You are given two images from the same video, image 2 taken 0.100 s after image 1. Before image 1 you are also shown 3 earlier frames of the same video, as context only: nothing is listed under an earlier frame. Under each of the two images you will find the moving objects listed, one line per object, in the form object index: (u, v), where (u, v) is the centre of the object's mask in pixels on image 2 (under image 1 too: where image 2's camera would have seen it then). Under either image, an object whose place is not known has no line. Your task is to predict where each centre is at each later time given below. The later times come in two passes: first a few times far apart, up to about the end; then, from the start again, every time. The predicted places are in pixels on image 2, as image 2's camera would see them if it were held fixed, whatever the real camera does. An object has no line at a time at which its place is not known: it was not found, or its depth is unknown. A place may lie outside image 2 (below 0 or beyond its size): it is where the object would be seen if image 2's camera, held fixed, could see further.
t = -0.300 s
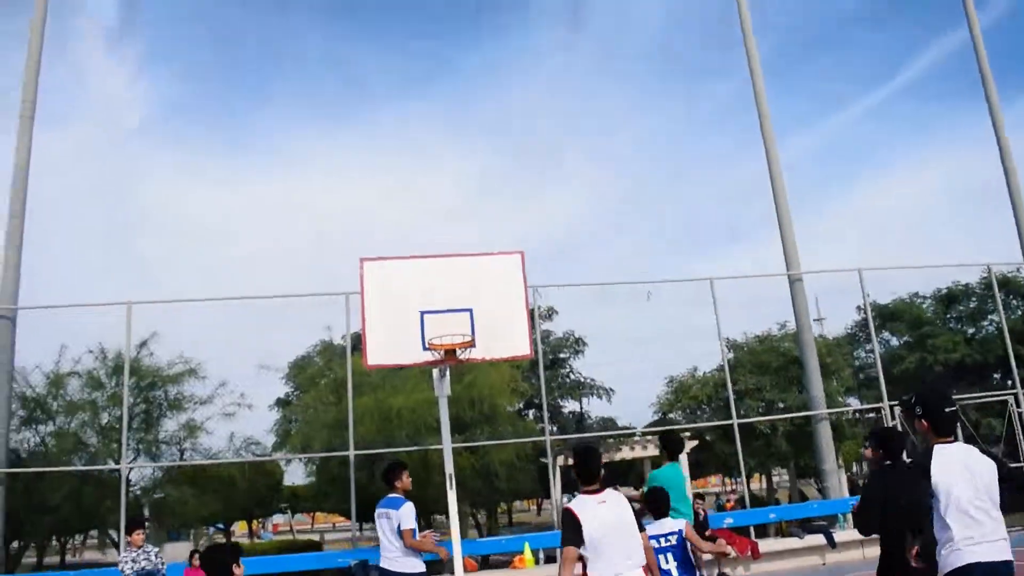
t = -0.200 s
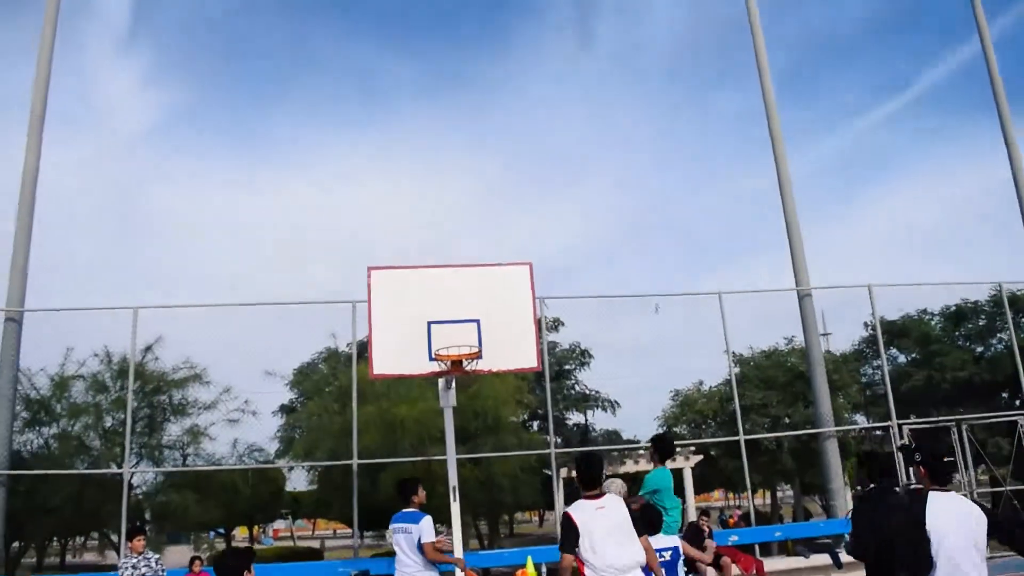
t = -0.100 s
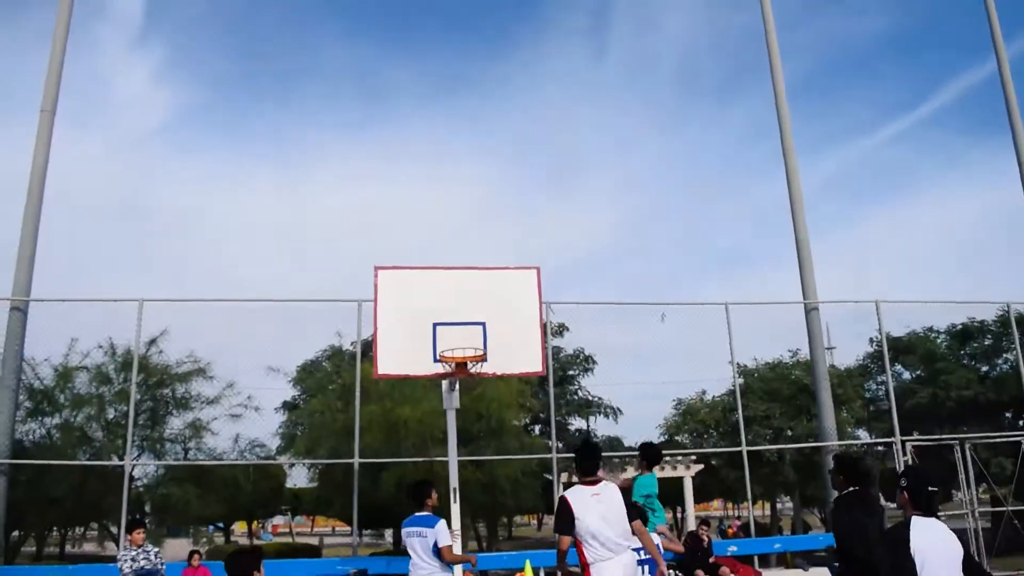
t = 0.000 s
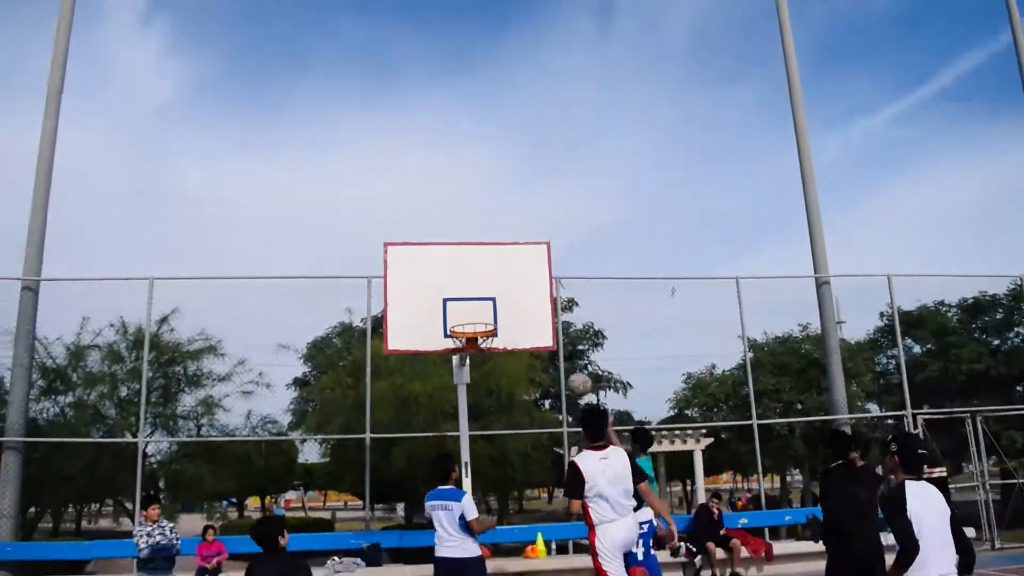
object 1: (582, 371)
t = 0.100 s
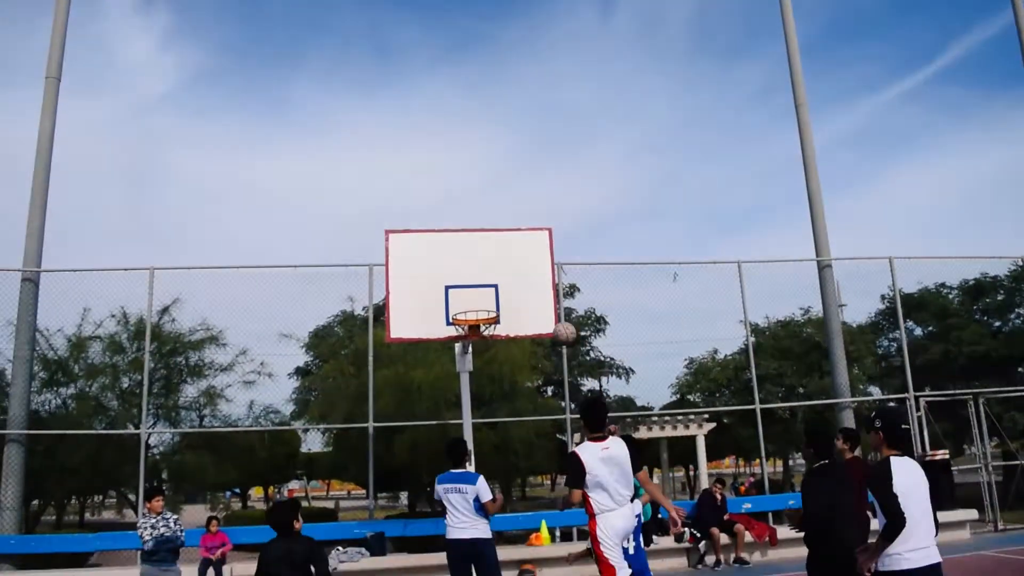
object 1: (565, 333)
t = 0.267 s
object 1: (536, 295)
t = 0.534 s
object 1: (505, 279)
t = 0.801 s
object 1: (485, 305)
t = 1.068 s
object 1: (479, 304)
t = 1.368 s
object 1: (480, 304)
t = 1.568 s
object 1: (473, 333)
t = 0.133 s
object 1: (558, 323)
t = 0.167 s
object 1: (553, 314)
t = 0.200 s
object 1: (547, 307)
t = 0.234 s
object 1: (542, 300)
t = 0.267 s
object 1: (536, 295)
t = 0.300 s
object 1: (531, 291)
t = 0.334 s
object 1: (526, 288)
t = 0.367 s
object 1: (521, 286)
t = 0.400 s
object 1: (516, 286)
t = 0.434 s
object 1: (512, 284)
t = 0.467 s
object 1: (510, 281)
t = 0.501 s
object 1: (507, 279)
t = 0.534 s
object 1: (505, 279)
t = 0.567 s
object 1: (503, 279)
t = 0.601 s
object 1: (501, 280)
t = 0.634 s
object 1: (498, 282)
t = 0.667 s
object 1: (496, 286)
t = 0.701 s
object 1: (494, 290)
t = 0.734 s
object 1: (492, 296)
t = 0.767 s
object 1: (490, 302)
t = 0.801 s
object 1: (485, 305)
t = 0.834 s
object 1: (480, 305)
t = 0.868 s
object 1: (474, 307)
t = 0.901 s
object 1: (469, 309)
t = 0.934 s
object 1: (464, 312)
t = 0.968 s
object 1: (468, 309)
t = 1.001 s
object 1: (471, 306)
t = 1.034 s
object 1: (475, 304)
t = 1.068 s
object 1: (479, 304)
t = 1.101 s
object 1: (483, 304)
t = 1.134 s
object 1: (486, 306)
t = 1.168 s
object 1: (490, 307)
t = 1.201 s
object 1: (489, 304)
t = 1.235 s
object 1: (487, 302)
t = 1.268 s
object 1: (485, 301)
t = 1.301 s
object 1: (484, 301)
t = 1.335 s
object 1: (482, 301)
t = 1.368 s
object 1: (480, 304)
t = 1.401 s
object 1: (479, 307)
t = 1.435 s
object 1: (477, 310)
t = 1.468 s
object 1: (476, 315)
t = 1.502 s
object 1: (475, 320)
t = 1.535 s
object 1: (473, 328)
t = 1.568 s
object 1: (473, 333)
